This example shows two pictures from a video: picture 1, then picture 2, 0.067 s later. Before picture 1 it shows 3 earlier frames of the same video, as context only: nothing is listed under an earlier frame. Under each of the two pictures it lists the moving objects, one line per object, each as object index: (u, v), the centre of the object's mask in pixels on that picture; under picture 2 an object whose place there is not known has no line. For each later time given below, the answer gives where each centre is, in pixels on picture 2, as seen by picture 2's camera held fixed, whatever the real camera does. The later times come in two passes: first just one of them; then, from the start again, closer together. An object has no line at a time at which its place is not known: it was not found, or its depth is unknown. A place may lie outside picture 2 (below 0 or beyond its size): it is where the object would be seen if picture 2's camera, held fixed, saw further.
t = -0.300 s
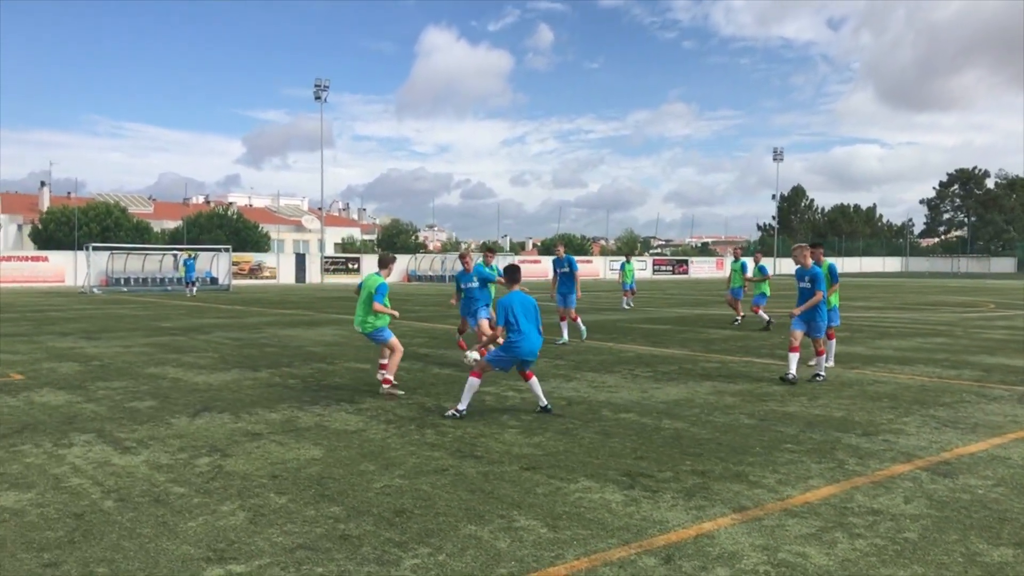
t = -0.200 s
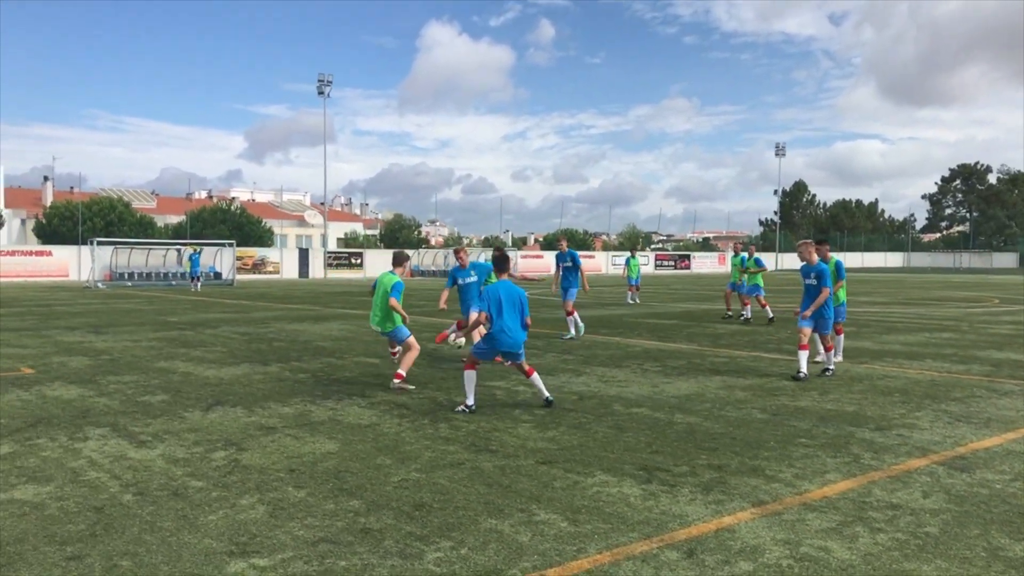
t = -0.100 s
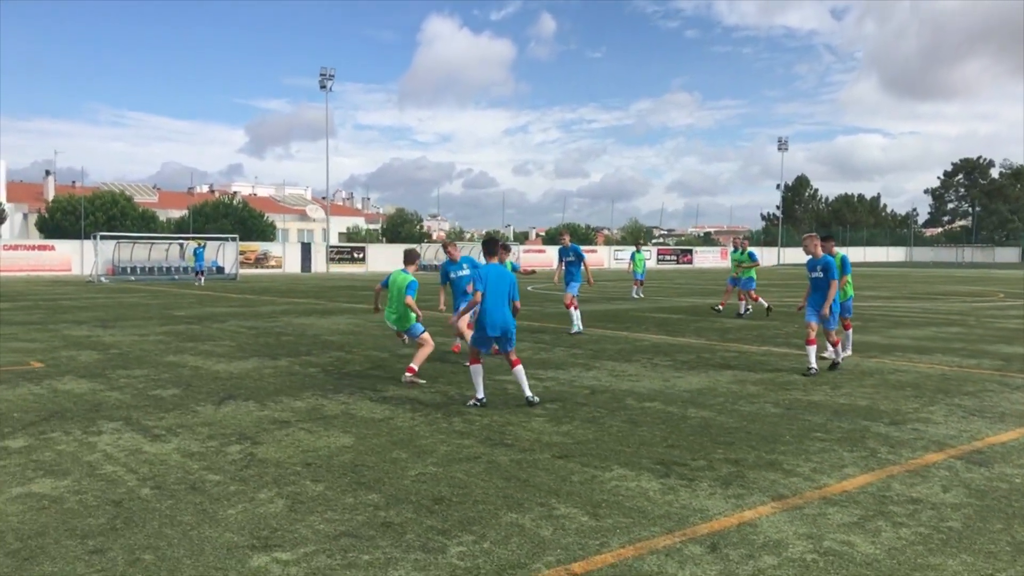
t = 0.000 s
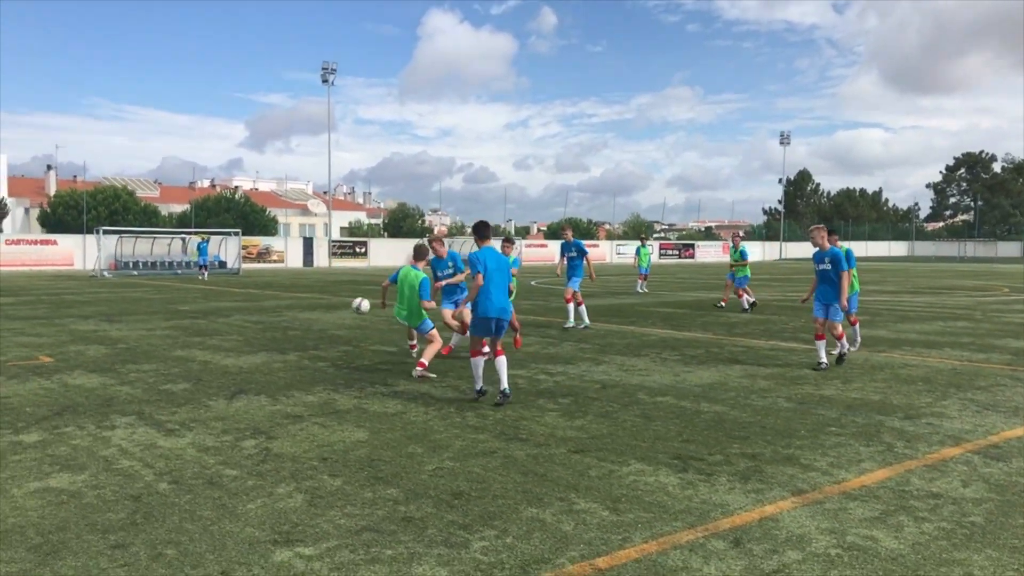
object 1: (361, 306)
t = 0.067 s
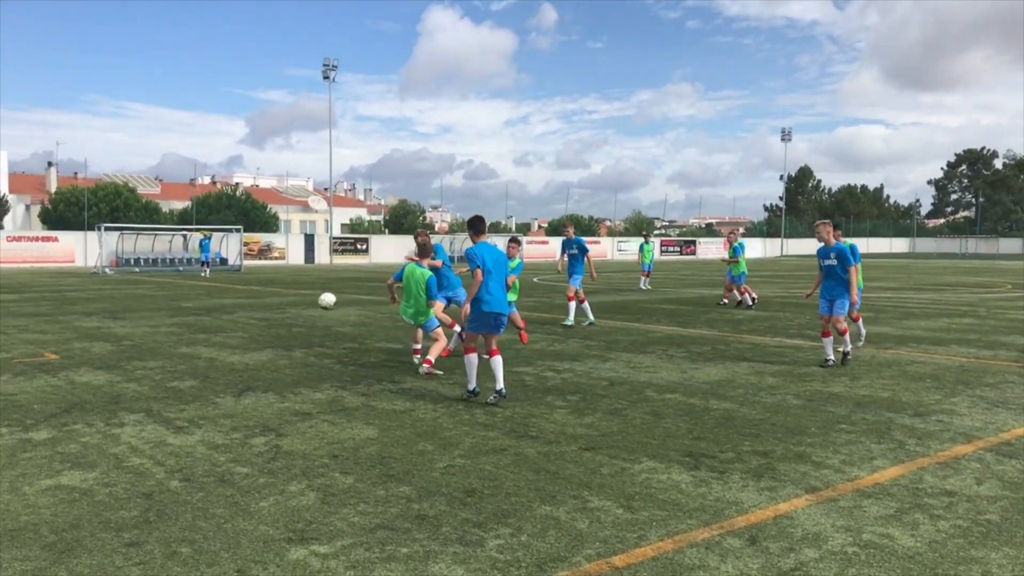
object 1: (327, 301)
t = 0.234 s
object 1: (230, 312)
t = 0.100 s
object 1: (308, 302)
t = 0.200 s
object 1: (249, 308)
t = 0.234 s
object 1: (230, 312)
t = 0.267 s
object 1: (211, 317)
